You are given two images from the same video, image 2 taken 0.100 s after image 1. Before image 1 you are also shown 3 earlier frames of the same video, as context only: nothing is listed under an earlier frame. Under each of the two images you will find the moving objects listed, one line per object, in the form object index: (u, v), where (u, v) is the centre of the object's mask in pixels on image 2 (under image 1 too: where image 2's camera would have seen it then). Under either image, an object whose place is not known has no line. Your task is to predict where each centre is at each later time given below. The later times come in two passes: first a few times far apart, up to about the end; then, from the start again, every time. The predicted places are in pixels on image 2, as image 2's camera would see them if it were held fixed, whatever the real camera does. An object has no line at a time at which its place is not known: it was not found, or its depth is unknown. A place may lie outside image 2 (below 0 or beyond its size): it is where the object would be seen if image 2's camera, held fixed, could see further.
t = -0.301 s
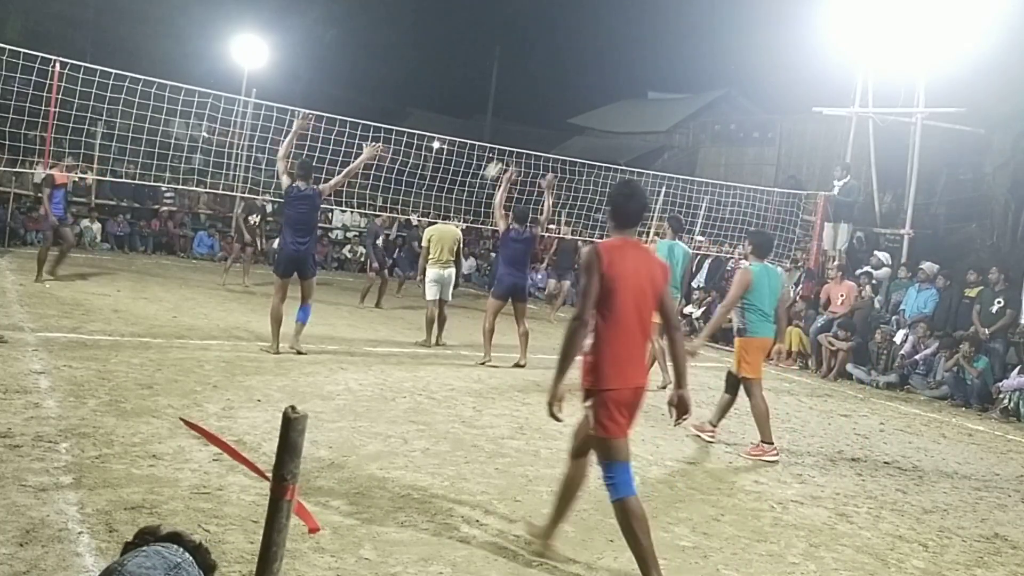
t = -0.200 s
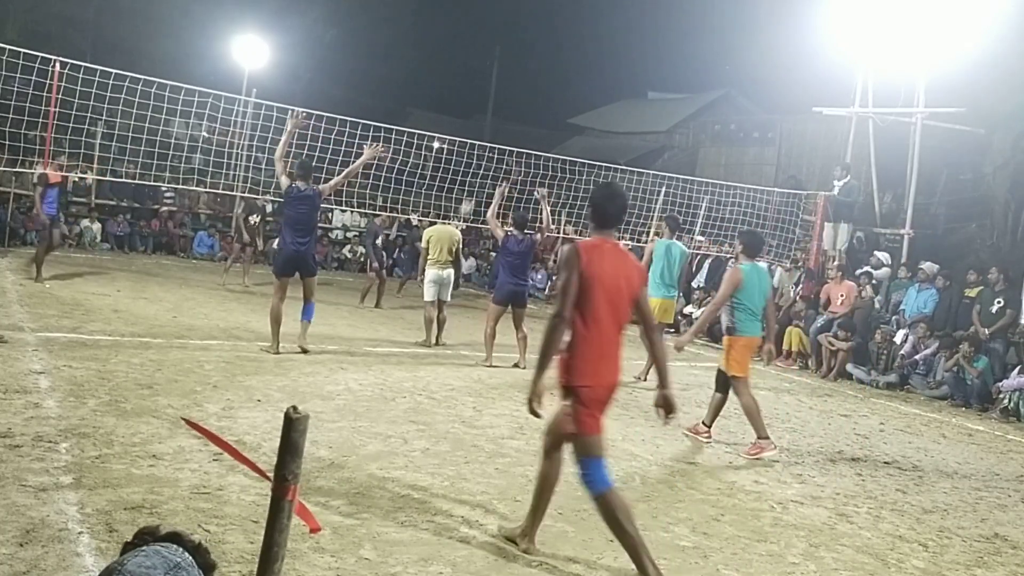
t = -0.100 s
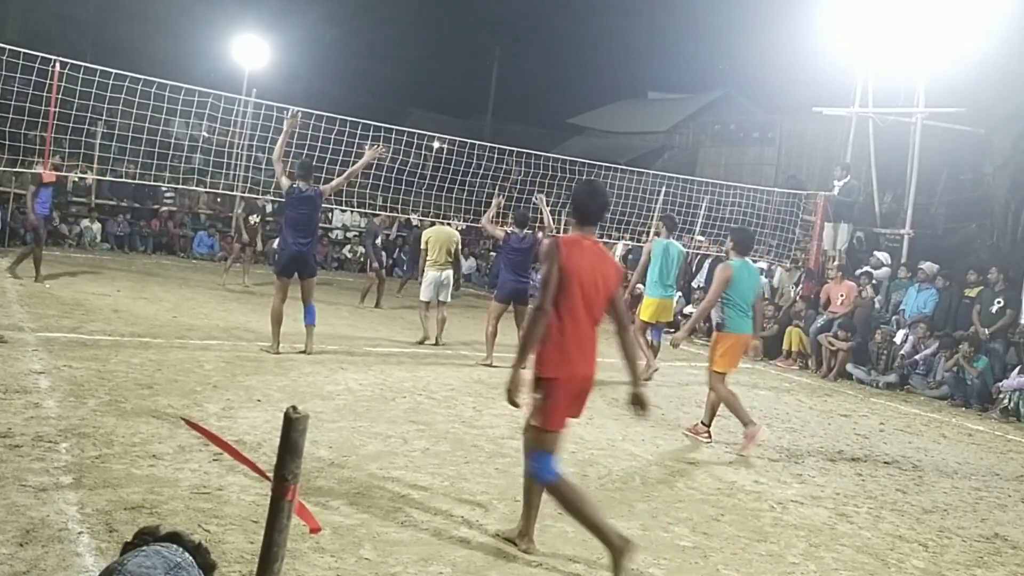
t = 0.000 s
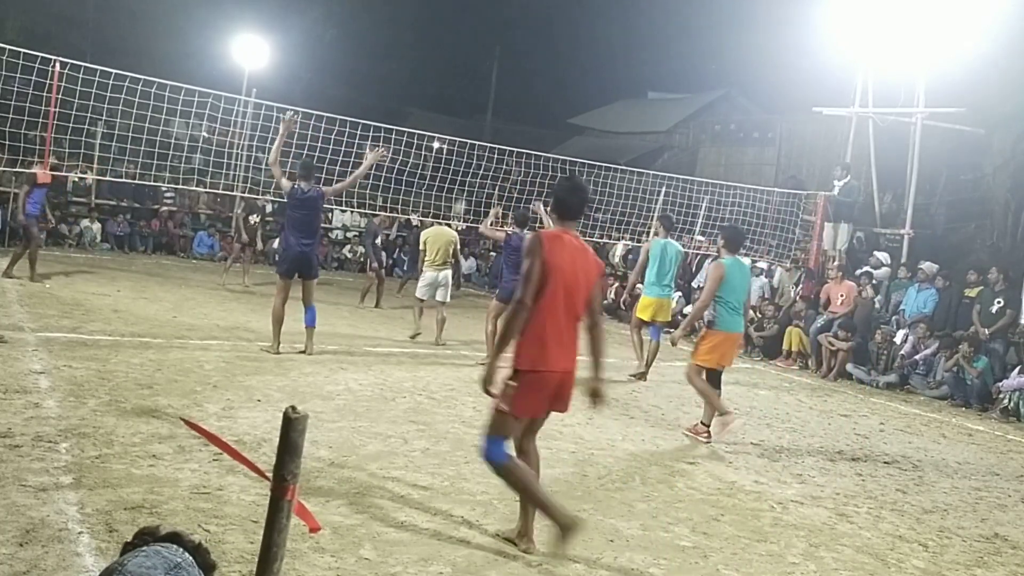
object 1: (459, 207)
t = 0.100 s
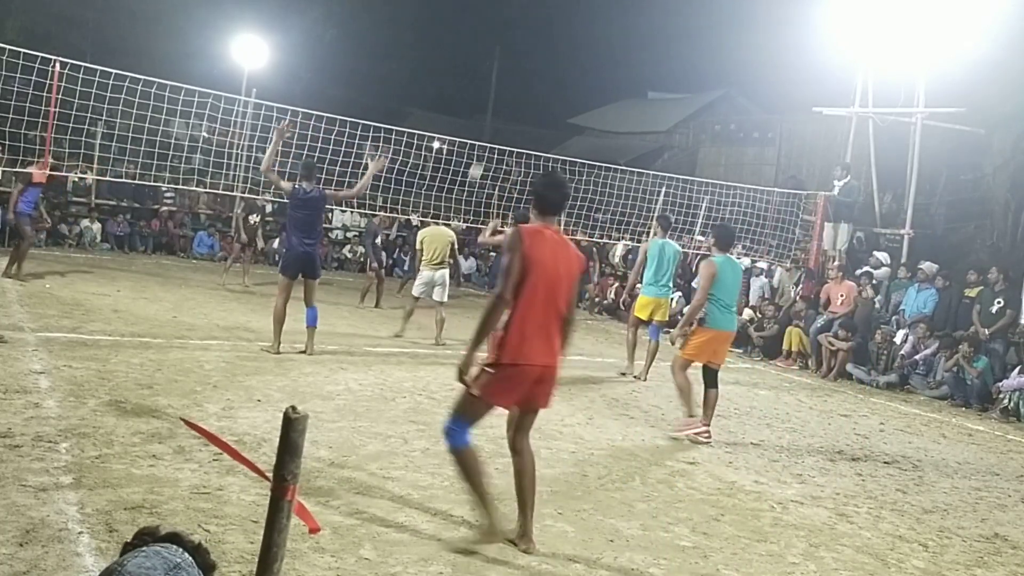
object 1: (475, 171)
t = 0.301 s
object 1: (504, 113)
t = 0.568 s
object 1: (540, 70)
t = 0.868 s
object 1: (577, 72)
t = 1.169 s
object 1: (606, 136)
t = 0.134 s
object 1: (480, 161)
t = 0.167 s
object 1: (485, 149)
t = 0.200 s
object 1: (491, 138)
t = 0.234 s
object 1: (495, 131)
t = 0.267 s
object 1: (500, 121)
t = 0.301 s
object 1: (504, 113)
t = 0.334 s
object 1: (509, 106)
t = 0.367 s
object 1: (513, 99)
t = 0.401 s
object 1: (518, 92)
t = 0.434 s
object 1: (522, 86)
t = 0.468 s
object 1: (527, 82)
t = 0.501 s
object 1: (531, 77)
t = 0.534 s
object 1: (536, 73)
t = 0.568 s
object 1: (540, 70)
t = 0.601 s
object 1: (545, 67)
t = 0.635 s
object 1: (549, 65)
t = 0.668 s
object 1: (553, 64)
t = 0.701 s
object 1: (557, 64)
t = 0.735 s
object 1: (561, 64)
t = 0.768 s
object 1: (565, 65)
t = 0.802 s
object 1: (569, 66)
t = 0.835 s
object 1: (573, 69)
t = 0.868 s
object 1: (577, 72)
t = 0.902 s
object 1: (580, 76)
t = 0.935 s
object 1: (584, 81)
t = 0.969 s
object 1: (587, 86)
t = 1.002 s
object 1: (591, 93)
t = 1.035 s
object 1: (594, 100)
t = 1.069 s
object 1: (597, 107)
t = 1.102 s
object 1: (601, 117)
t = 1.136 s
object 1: (604, 126)
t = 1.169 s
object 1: (606, 136)
